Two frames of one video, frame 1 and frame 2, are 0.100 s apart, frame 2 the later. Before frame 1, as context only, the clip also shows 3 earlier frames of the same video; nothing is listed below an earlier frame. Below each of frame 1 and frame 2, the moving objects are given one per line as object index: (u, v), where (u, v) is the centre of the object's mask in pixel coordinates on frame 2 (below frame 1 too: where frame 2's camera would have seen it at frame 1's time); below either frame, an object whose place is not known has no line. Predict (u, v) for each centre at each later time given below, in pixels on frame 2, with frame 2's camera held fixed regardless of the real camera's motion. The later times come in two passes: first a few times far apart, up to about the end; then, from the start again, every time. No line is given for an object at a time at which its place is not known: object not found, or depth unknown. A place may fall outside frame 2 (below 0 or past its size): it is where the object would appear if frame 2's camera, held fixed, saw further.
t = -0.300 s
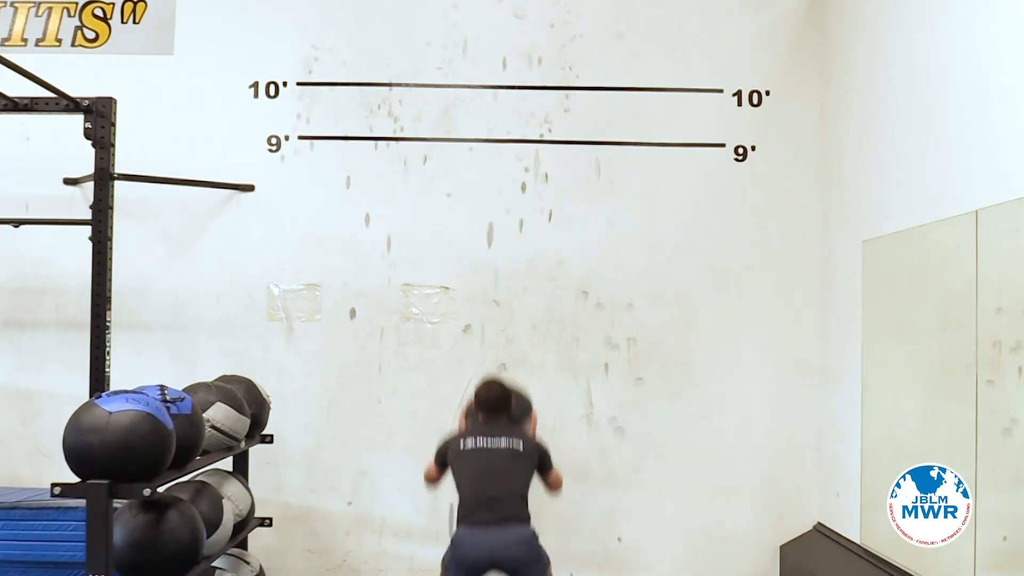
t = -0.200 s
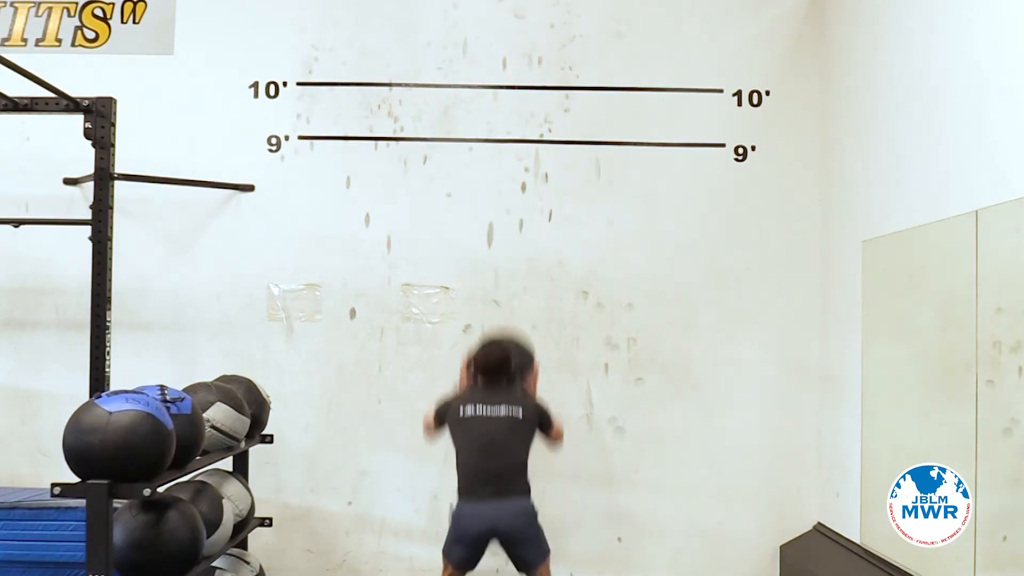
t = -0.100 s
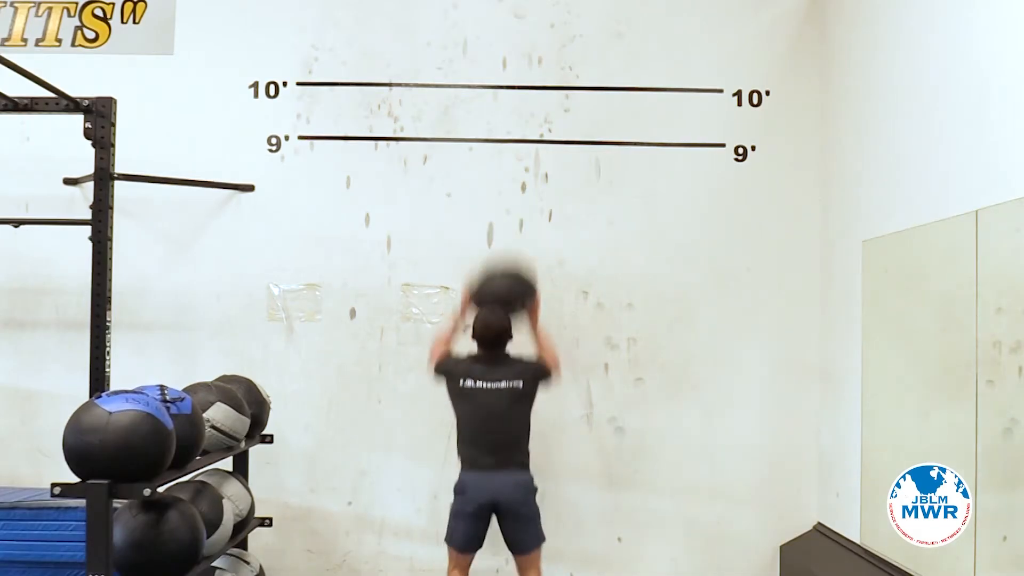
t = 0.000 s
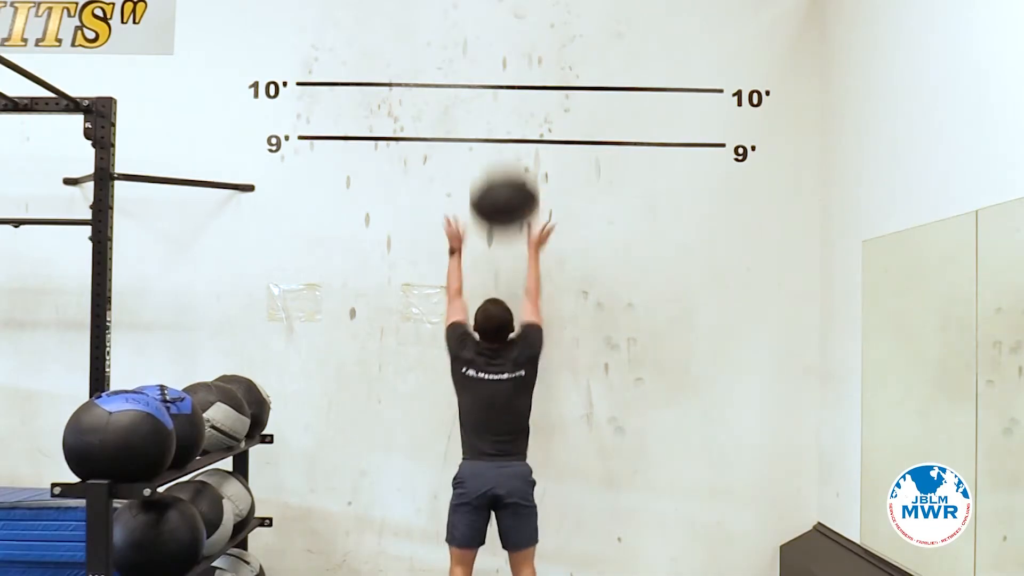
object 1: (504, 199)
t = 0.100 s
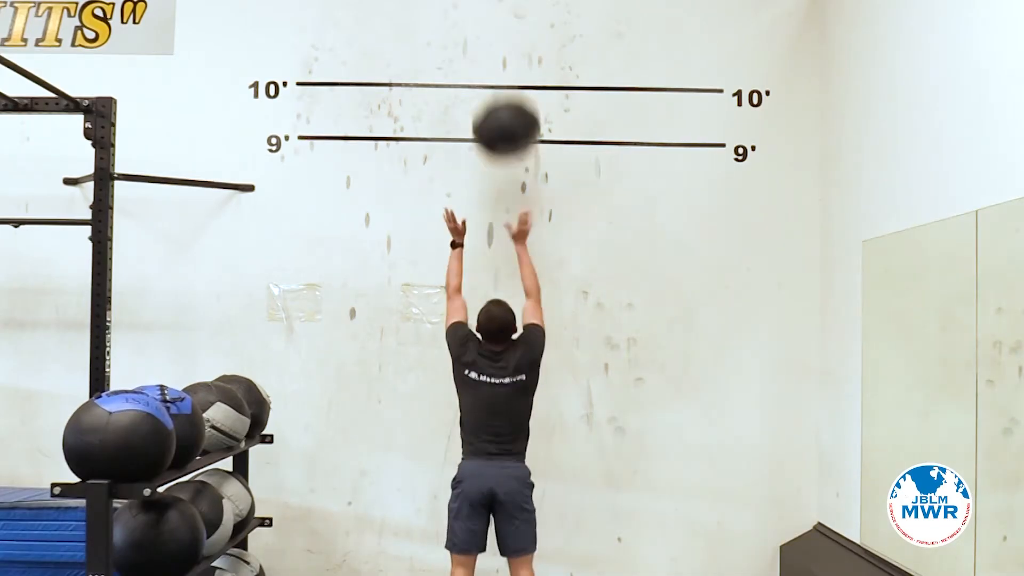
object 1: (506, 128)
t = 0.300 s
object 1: (509, 44)
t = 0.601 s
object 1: (512, 45)
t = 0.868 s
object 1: (512, 182)
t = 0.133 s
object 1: (507, 108)
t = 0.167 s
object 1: (508, 91)
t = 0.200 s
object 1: (508, 76)
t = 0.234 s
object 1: (509, 63)
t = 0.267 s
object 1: (509, 52)
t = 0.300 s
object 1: (509, 44)
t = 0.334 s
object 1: (509, 37)
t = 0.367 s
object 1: (510, 34)
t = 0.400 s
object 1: (510, 31)
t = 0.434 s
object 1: (511, 29)
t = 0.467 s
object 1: (511, 29)
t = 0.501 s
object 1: (511, 30)
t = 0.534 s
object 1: (511, 32)
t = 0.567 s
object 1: (511, 37)
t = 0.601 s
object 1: (512, 45)
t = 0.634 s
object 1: (512, 54)
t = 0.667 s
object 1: (512, 66)
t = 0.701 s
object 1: (512, 80)
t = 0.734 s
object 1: (512, 96)
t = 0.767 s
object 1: (512, 116)
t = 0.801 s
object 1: (512, 135)
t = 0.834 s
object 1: (512, 156)
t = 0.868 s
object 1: (512, 182)
